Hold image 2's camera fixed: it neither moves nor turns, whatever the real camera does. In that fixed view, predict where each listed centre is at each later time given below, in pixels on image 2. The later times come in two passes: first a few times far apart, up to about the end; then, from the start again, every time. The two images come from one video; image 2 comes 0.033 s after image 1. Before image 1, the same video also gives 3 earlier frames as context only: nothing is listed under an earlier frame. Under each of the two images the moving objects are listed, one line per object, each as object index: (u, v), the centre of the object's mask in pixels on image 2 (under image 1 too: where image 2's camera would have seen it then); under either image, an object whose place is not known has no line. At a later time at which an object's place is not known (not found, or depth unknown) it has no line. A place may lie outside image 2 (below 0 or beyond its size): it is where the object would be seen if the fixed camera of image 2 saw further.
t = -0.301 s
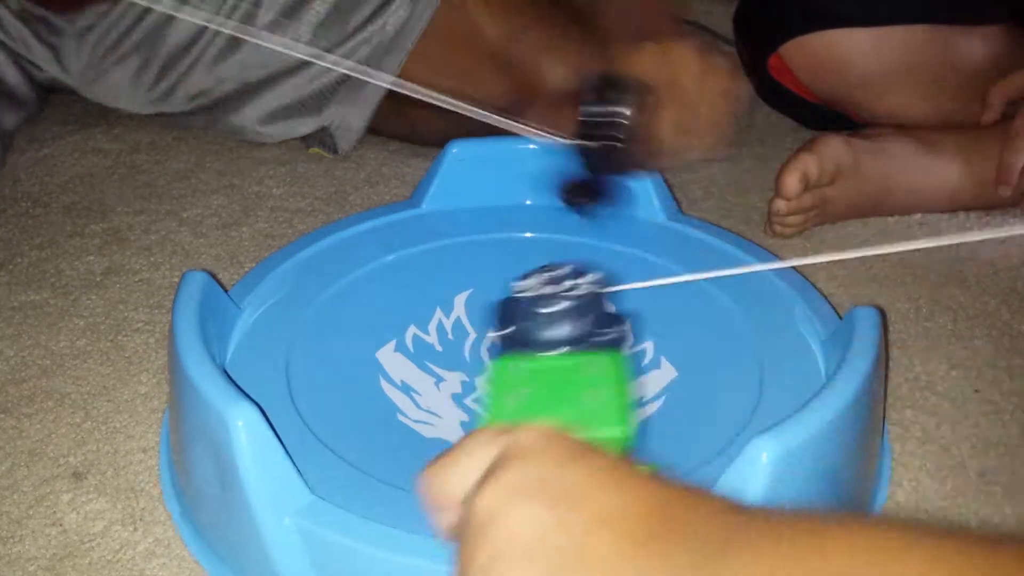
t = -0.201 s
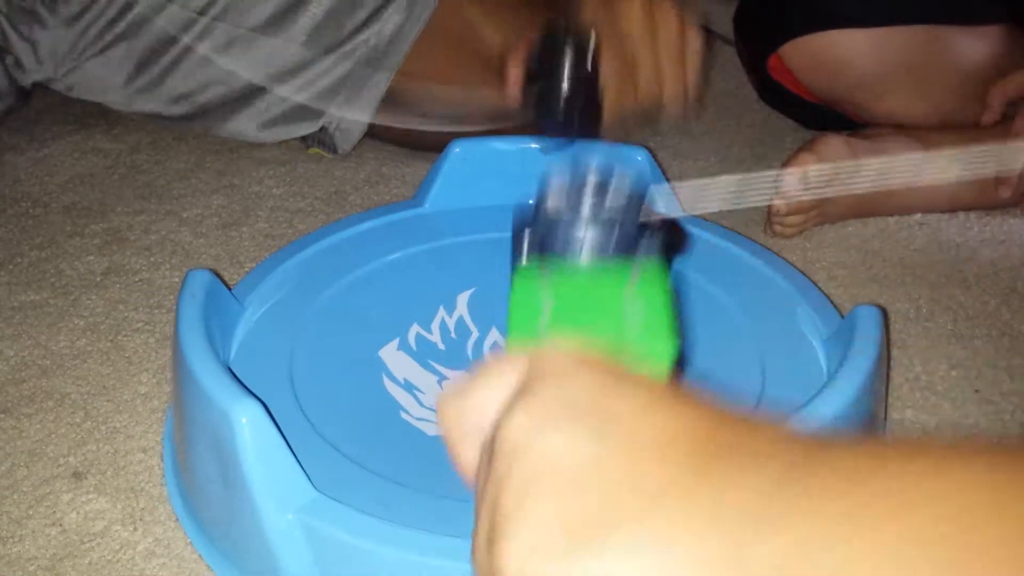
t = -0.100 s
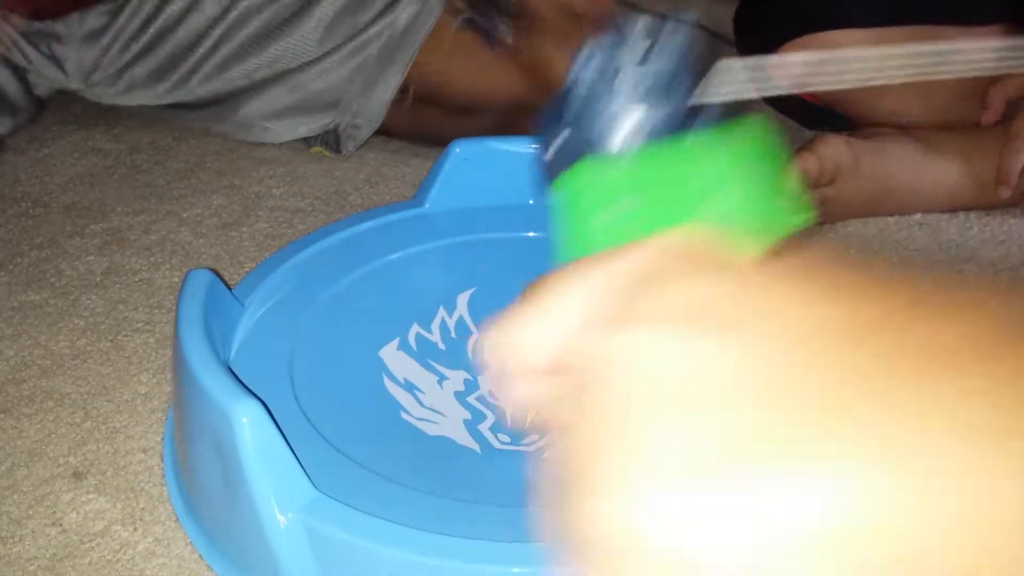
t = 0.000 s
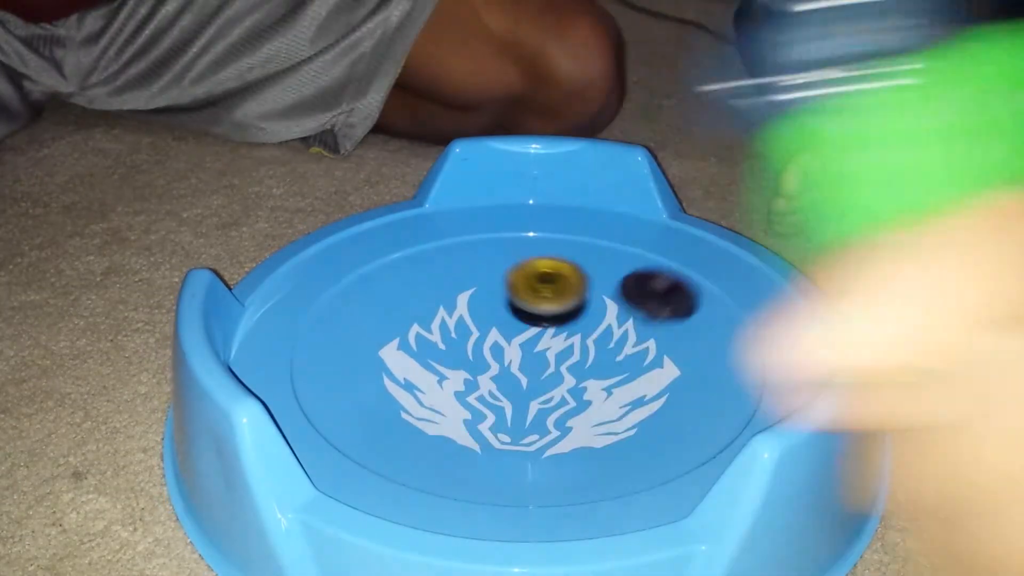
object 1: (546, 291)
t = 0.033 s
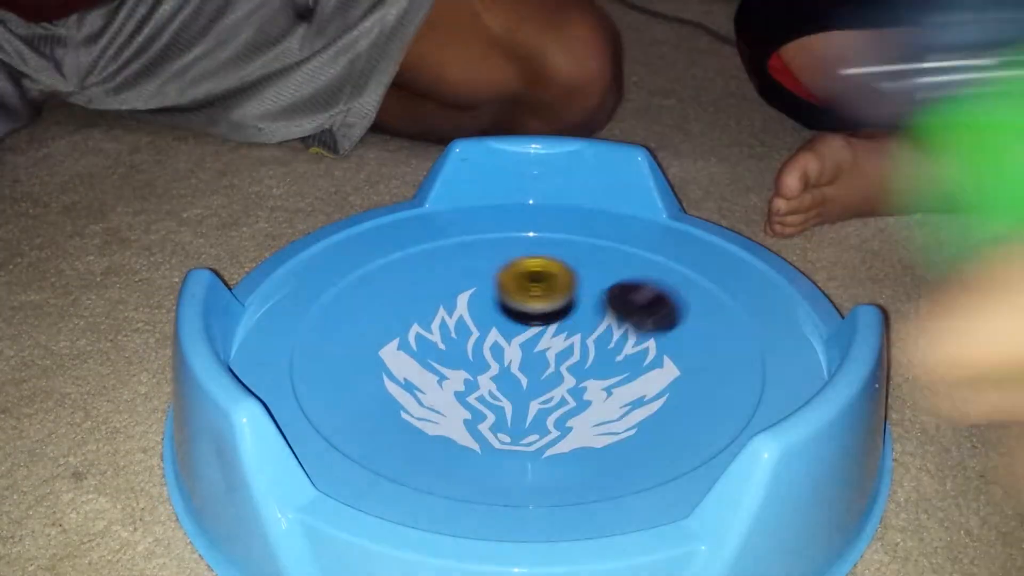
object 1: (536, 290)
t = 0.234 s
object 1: (440, 279)
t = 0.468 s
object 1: (384, 323)
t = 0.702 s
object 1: (365, 392)
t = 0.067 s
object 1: (525, 291)
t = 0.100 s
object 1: (515, 294)
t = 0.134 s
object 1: (506, 299)
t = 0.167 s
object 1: (491, 299)
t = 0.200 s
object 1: (463, 287)
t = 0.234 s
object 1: (440, 279)
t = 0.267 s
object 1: (420, 275)
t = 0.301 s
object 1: (405, 274)
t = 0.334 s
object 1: (394, 277)
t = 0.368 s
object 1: (385, 283)
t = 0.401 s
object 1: (381, 293)
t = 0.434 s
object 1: (380, 307)
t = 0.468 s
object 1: (384, 323)
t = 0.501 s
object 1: (393, 340)
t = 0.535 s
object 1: (409, 359)
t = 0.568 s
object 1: (434, 380)
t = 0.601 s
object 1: (465, 395)
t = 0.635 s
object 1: (496, 406)
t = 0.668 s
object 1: (447, 399)
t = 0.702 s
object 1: (365, 392)
